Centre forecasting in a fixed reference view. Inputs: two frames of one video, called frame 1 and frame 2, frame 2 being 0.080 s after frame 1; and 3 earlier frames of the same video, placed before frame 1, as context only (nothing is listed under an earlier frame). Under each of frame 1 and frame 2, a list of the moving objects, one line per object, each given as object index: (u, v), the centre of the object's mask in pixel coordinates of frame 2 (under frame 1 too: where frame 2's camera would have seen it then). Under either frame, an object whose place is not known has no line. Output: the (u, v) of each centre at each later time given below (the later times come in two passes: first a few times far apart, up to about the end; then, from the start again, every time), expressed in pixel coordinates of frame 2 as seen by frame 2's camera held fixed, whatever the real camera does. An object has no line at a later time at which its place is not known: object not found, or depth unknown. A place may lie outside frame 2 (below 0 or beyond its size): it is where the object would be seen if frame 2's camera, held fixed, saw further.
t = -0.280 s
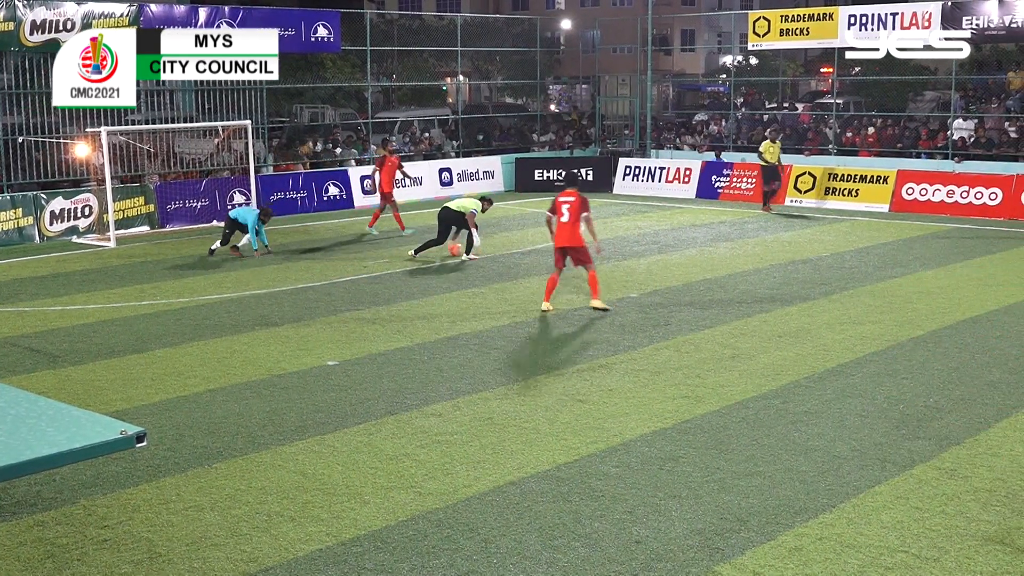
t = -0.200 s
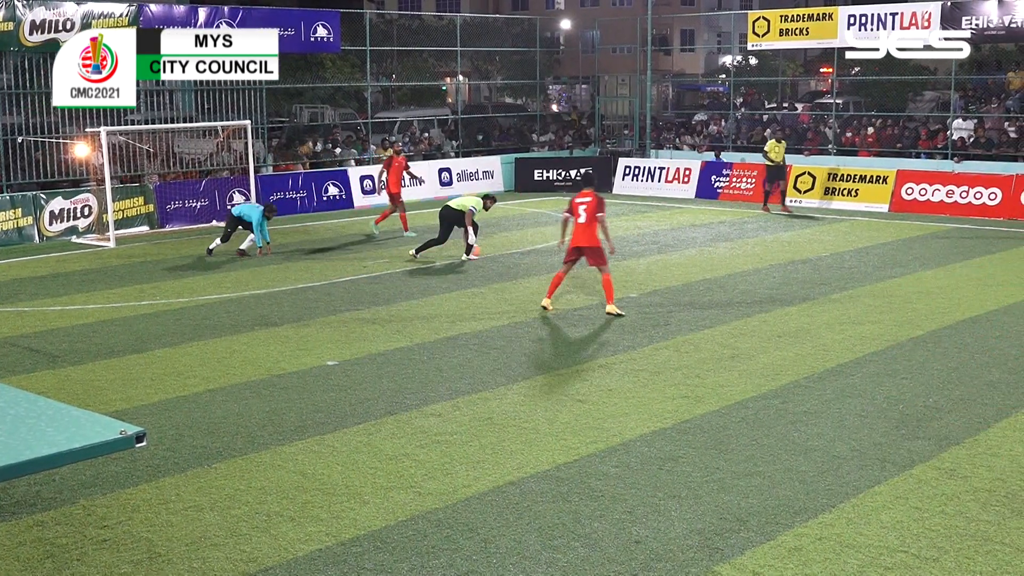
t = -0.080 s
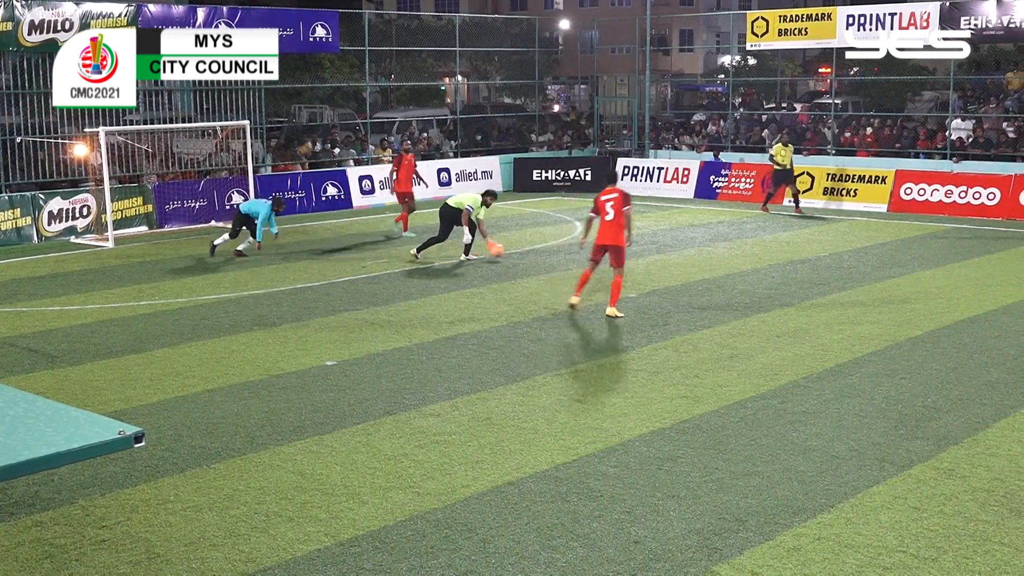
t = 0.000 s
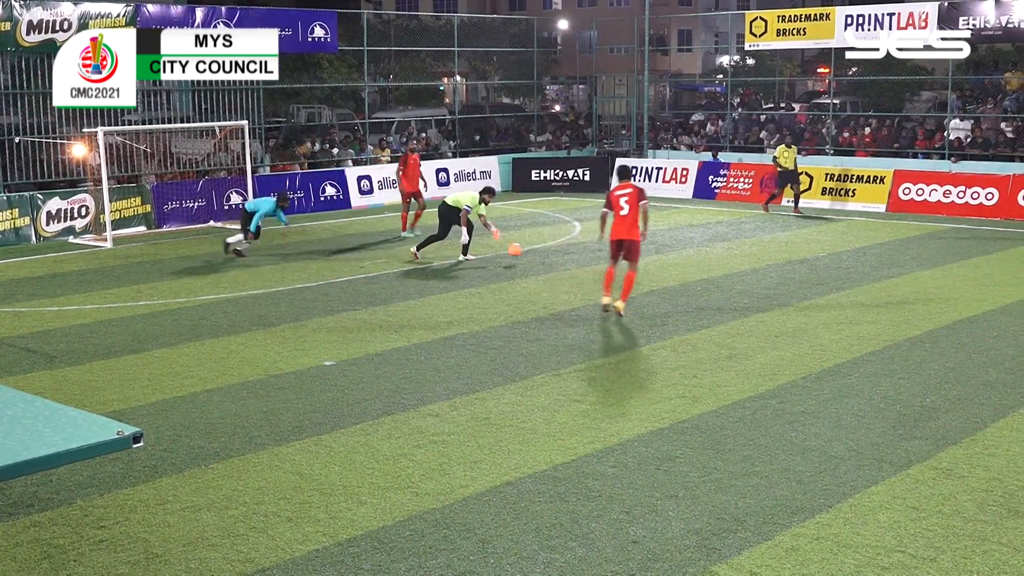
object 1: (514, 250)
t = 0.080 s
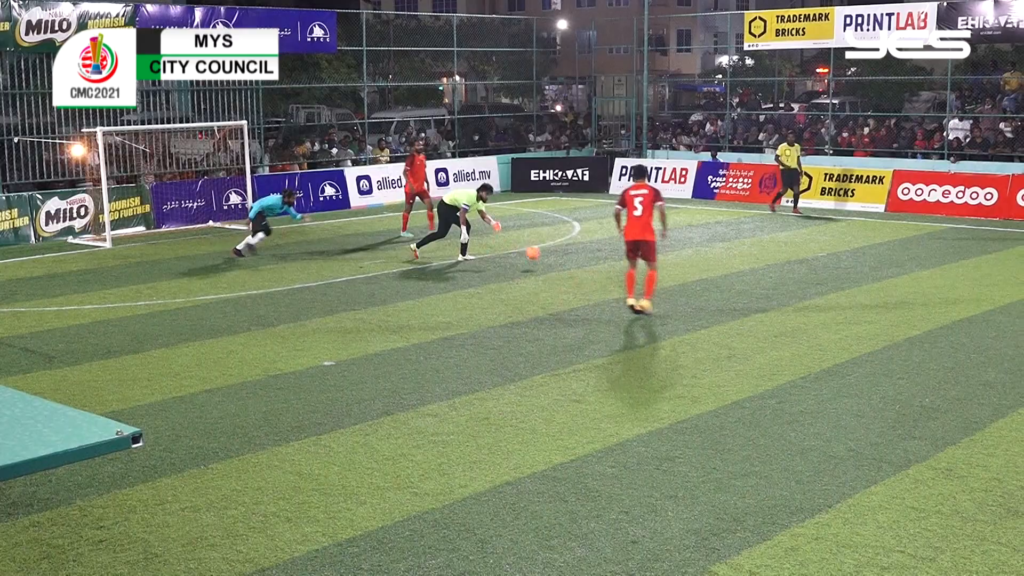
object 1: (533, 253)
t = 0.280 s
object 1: (580, 269)
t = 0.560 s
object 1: (638, 281)
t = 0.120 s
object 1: (544, 256)
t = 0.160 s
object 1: (553, 260)
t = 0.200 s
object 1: (563, 265)
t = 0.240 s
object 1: (572, 268)
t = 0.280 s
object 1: (580, 269)
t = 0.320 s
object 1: (588, 268)
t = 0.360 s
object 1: (596, 271)
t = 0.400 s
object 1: (604, 274)
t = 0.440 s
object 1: (612, 277)
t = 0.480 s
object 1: (621, 277)
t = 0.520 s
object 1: (629, 279)
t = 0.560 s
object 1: (638, 281)
